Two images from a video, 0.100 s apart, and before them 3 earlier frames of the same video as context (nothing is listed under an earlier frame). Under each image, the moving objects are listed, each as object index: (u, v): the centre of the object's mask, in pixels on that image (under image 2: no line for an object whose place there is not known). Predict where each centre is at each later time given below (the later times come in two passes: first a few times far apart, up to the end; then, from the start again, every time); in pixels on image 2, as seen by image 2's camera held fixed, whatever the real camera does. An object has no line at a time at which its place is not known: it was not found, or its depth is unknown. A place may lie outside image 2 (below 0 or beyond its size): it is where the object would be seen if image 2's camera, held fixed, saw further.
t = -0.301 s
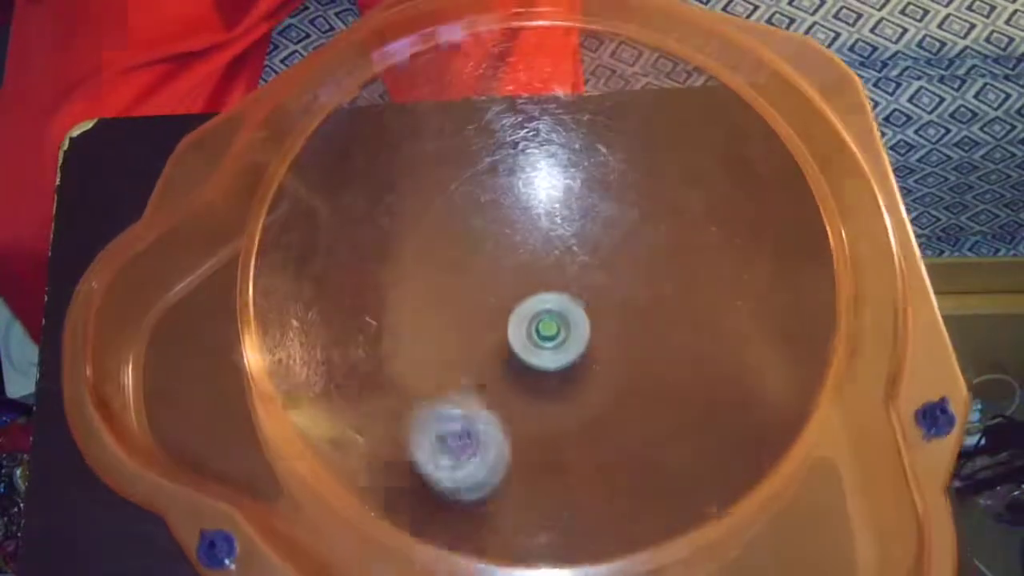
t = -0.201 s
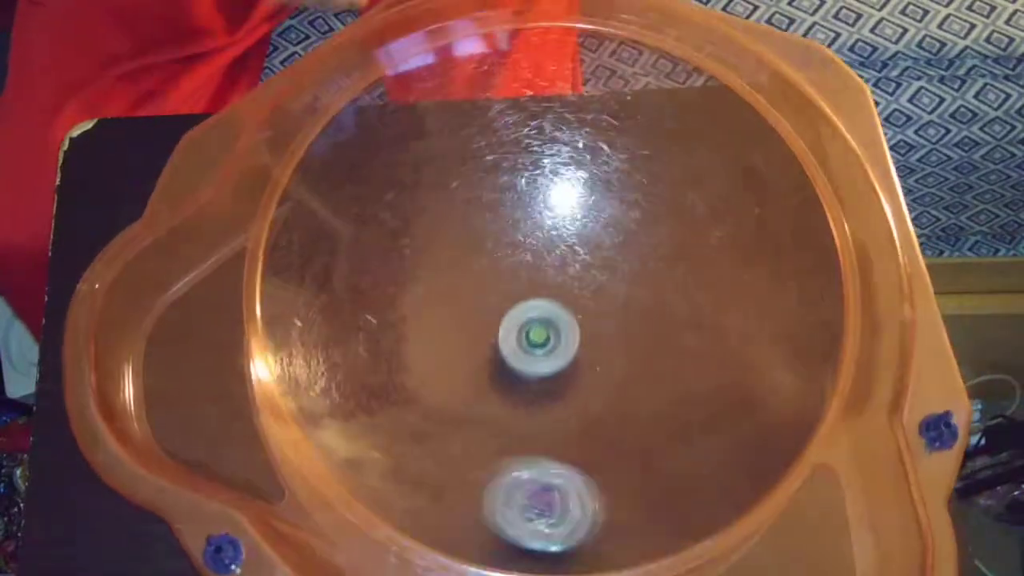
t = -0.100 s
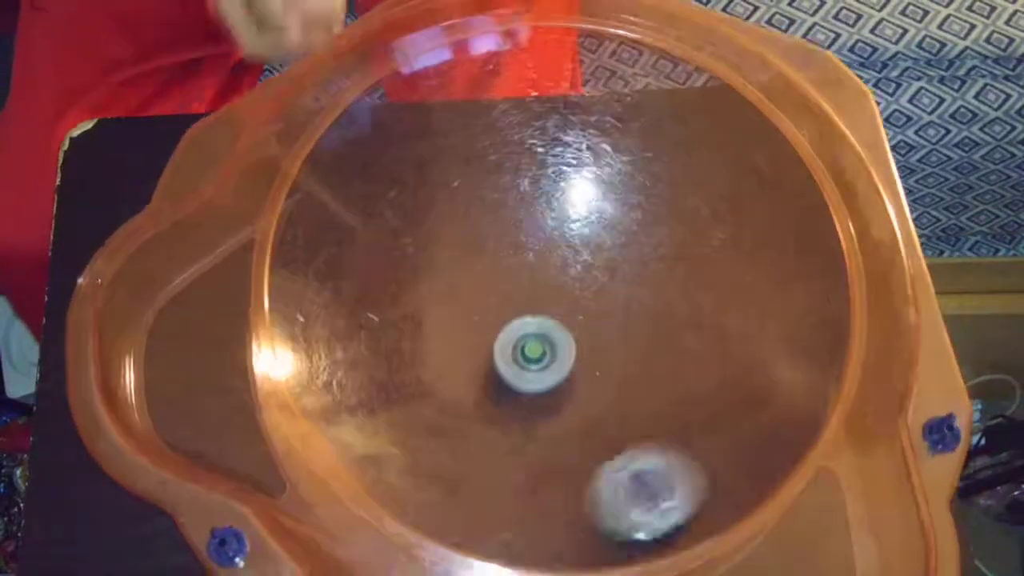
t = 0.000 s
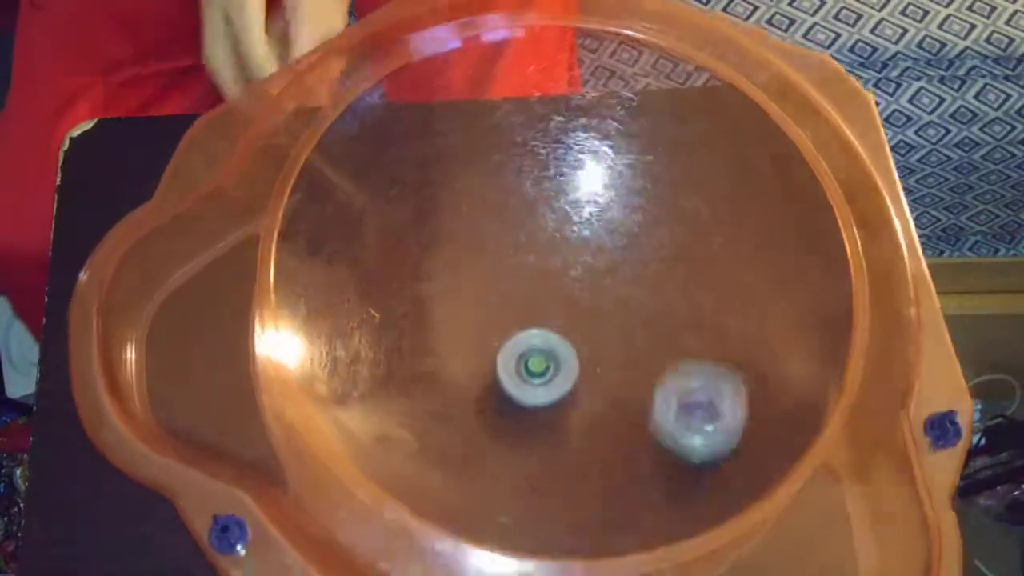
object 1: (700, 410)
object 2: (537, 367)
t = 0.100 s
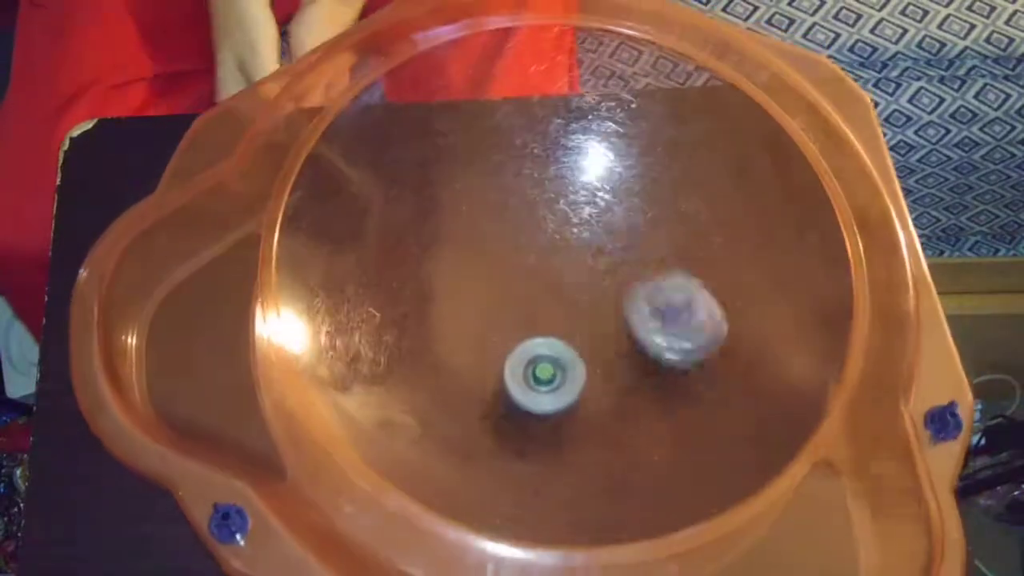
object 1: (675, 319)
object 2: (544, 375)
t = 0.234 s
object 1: (569, 236)
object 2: (560, 374)
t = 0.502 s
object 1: (380, 323)
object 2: (558, 349)
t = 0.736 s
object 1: (575, 416)
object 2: (524, 344)
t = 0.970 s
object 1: (646, 266)
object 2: (535, 363)
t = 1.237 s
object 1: (467, 327)
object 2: (556, 345)
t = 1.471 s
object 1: (555, 492)
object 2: (540, 354)
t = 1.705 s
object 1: (669, 363)
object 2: (528, 371)
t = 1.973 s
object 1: (484, 247)
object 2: (546, 362)
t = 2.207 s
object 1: (447, 383)
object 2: (544, 340)
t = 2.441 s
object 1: (593, 442)
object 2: (580, 312)
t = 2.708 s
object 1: (645, 284)
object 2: (552, 318)
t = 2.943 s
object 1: (509, 255)
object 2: (501, 332)
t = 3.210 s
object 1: (547, 313)
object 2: (478, 386)
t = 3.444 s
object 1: (591, 373)
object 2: (488, 388)
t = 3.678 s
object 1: (681, 409)
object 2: (429, 350)
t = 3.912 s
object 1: (596, 354)
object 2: (489, 371)
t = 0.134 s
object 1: (653, 291)
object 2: (548, 376)
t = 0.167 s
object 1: (628, 269)
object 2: (552, 376)
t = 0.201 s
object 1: (602, 252)
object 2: (556, 375)
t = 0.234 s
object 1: (569, 236)
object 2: (560, 374)
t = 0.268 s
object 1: (539, 228)
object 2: (564, 373)
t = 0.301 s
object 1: (509, 224)
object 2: (566, 370)
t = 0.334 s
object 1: (474, 225)
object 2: (568, 367)
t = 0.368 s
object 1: (445, 233)
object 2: (569, 364)
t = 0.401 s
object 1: (419, 246)
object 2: (568, 361)
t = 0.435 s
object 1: (397, 267)
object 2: (566, 357)
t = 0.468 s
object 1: (384, 293)
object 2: (562, 353)
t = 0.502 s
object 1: (380, 323)
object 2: (558, 349)
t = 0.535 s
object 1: (391, 358)
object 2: (553, 346)
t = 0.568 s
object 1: (409, 383)
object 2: (548, 343)
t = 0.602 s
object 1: (438, 405)
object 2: (543, 342)
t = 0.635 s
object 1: (473, 421)
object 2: (537, 341)
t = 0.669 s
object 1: (509, 425)
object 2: (532, 340)
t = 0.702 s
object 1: (543, 424)
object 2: (528, 341)
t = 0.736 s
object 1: (575, 416)
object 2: (524, 344)
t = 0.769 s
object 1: (602, 400)
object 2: (522, 347)
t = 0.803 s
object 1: (627, 382)
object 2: (520, 351)
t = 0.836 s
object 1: (644, 360)
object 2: (520, 355)
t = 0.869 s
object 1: (655, 336)
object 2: (522, 359)
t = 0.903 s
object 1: (659, 311)
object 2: (526, 362)
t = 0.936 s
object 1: (656, 286)
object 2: (530, 363)
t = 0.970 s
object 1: (646, 266)
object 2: (535, 363)
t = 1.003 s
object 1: (625, 247)
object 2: (540, 362)
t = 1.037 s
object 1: (603, 237)
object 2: (545, 361)
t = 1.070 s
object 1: (576, 234)
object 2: (549, 359)
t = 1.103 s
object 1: (547, 241)
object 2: (552, 357)
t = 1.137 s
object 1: (522, 254)
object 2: (554, 353)
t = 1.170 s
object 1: (497, 275)
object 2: (555, 350)
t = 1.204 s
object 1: (477, 301)
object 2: (556, 347)
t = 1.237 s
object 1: (467, 327)
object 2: (556, 345)
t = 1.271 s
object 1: (463, 358)
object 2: (555, 343)
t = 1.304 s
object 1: (463, 386)
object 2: (553, 342)
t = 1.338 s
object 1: (472, 417)
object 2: (550, 343)
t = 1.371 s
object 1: (484, 442)
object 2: (547, 345)
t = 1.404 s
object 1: (503, 464)
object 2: (545, 348)
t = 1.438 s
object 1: (527, 481)
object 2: (543, 351)
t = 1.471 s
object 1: (555, 492)
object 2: (540, 354)
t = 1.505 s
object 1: (587, 494)
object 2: (538, 358)
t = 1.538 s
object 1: (615, 487)
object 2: (536, 361)
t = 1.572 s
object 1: (642, 471)
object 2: (534, 364)
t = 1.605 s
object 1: (661, 448)
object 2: (532, 366)
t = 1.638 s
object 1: (672, 419)
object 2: (530, 368)
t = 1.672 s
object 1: (674, 392)
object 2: (528, 370)
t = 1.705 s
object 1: (669, 363)
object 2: (528, 371)
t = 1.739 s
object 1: (656, 336)
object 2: (528, 371)
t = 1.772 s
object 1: (639, 313)
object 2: (528, 371)
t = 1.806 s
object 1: (617, 292)
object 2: (530, 370)
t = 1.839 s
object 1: (595, 274)
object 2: (532, 370)
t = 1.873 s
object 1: (567, 259)
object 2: (535, 368)
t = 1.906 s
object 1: (541, 250)
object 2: (539, 366)
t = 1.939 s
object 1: (513, 246)
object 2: (542, 364)
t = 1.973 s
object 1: (484, 247)
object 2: (546, 362)
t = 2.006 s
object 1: (458, 251)
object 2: (549, 359)
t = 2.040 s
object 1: (435, 264)
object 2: (551, 355)
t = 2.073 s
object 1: (417, 284)
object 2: (552, 351)
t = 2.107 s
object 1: (409, 307)
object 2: (552, 348)
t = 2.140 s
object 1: (412, 336)
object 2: (550, 345)
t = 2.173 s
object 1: (426, 361)
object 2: (548, 343)
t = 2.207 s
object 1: (447, 383)
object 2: (544, 340)
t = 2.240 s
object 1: (473, 395)
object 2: (540, 339)
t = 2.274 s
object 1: (496, 409)
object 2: (541, 335)
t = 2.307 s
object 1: (507, 427)
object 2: (552, 321)
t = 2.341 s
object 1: (523, 440)
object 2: (563, 312)
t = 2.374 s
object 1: (545, 446)
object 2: (570, 308)
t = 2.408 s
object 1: (568, 448)
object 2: (576, 309)
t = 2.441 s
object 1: (593, 442)
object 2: (580, 312)
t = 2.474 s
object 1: (614, 431)
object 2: (581, 318)
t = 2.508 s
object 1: (633, 414)
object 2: (583, 323)
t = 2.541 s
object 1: (645, 391)
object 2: (583, 328)
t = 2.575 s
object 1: (653, 369)
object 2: (578, 329)
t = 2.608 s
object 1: (658, 350)
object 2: (573, 327)
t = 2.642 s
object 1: (657, 328)
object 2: (567, 322)
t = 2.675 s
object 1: (650, 306)
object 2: (562, 319)
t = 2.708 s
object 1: (645, 284)
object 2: (552, 318)
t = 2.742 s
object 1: (635, 266)
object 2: (533, 320)
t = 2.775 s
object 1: (621, 252)
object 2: (520, 319)
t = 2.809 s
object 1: (601, 242)
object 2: (508, 322)
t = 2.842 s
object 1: (577, 236)
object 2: (501, 323)
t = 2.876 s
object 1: (553, 237)
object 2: (497, 325)
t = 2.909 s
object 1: (528, 246)
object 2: (498, 326)
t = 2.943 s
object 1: (509, 255)
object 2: (501, 332)
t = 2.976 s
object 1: (511, 254)
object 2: (487, 346)
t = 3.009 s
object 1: (516, 254)
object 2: (476, 349)
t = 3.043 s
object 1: (524, 262)
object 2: (464, 359)
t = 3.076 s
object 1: (532, 273)
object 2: (455, 373)
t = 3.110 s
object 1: (538, 279)
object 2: (457, 377)
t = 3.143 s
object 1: (542, 291)
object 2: (459, 384)
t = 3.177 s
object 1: (545, 301)
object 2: (467, 386)
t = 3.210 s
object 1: (547, 313)
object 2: (478, 386)
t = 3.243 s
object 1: (547, 323)
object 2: (486, 385)
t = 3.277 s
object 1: (554, 327)
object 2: (491, 387)
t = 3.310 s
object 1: (563, 334)
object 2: (492, 387)
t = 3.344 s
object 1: (568, 342)
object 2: (495, 389)
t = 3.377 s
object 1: (576, 353)
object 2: (494, 389)
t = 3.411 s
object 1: (579, 360)
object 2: (497, 392)
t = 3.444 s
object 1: (591, 373)
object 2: (488, 388)
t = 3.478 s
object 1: (628, 391)
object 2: (457, 374)
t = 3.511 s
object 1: (655, 403)
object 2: (436, 362)
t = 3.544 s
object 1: (681, 416)
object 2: (423, 356)
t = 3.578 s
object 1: (691, 420)
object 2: (415, 350)
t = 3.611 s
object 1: (695, 417)
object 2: (417, 349)
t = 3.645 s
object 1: (692, 412)
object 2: (420, 348)
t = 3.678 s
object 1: (681, 409)
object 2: (429, 350)
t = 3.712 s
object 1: (667, 404)
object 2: (438, 354)
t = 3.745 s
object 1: (647, 397)
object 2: (451, 358)
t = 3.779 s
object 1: (629, 389)
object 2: (464, 365)
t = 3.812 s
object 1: (609, 379)
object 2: (479, 370)
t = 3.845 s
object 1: (592, 366)
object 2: (495, 377)
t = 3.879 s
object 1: (579, 357)
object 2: (501, 378)
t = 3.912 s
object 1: (596, 354)
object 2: (489, 371)
